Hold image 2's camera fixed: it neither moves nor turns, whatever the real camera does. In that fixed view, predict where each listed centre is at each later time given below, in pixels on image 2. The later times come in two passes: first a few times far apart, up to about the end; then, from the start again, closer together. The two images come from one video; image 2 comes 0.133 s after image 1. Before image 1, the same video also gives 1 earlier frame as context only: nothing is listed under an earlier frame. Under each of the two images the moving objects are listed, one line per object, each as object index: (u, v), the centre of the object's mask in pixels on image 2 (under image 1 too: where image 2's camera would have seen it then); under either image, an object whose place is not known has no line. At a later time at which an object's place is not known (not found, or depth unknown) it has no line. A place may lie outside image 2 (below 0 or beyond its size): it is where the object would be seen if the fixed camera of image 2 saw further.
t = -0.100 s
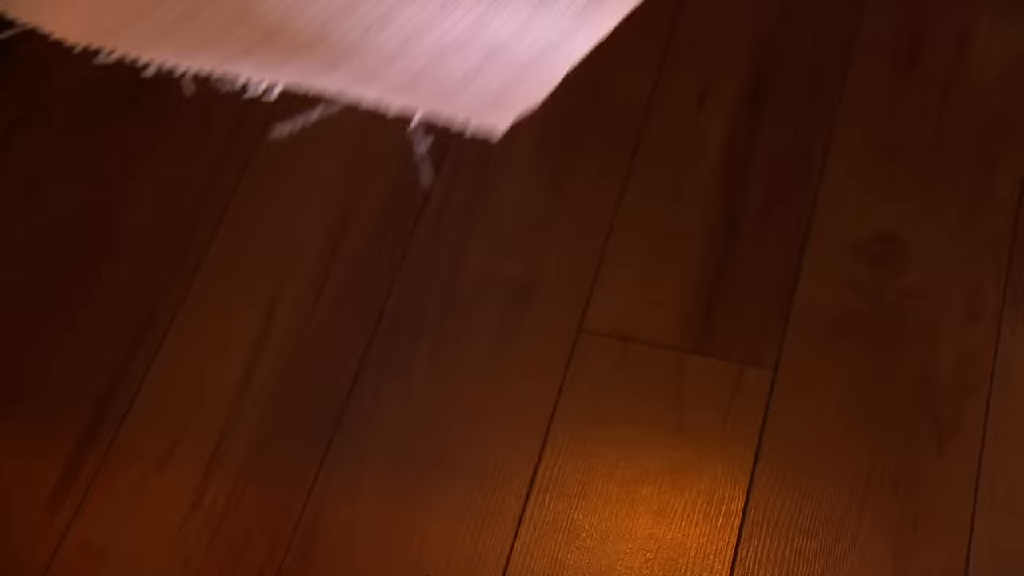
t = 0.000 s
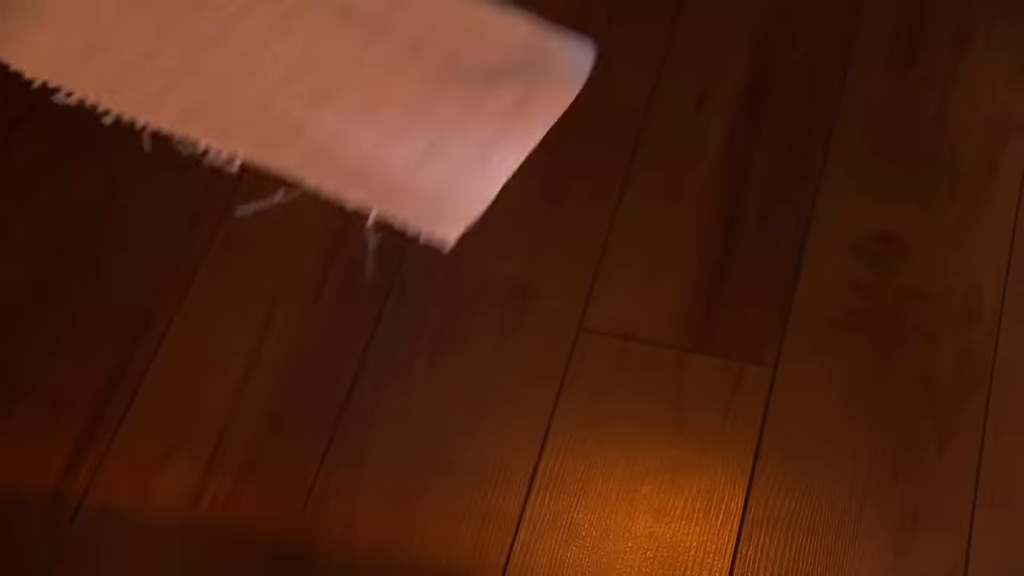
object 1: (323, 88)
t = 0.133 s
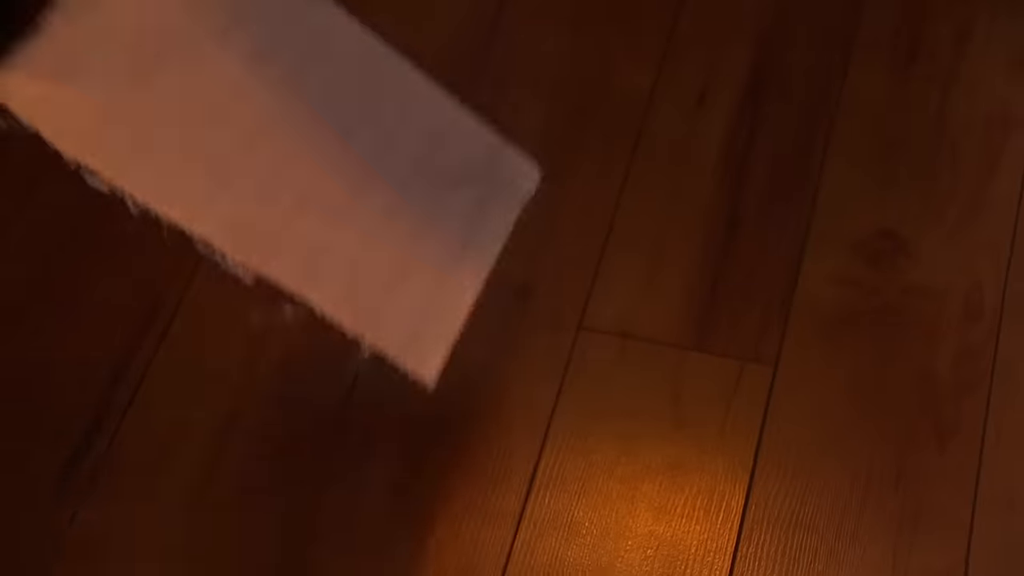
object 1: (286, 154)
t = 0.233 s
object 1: (339, 242)
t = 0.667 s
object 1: (504, 359)
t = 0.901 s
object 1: (504, 359)
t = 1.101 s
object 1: (504, 359)
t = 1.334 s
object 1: (504, 359)
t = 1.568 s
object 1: (504, 360)
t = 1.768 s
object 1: (504, 359)
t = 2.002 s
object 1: (504, 359)
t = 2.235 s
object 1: (504, 359)
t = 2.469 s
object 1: (504, 359)
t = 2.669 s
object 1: (504, 359)
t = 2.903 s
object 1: (504, 359)
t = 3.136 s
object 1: (504, 359)
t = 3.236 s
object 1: (504, 359)
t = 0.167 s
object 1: (294, 176)
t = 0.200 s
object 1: (310, 206)
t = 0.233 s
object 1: (339, 242)
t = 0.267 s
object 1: (367, 280)
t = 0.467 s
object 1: (504, 359)
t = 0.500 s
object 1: (504, 360)
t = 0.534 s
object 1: (504, 359)
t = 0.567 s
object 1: (504, 359)
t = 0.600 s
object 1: (504, 359)
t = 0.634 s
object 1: (504, 359)
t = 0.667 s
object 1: (504, 359)
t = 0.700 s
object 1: (504, 359)
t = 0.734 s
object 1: (504, 359)
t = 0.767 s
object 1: (504, 359)
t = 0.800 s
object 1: (504, 359)
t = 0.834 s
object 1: (504, 359)
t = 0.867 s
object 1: (504, 359)
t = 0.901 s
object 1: (504, 359)
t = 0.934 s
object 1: (504, 359)
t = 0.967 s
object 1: (504, 359)
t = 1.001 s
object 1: (504, 359)
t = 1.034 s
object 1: (504, 359)
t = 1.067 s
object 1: (504, 359)
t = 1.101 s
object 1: (504, 359)
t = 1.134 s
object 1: (504, 359)
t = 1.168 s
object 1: (504, 359)
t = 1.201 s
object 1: (504, 359)
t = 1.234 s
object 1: (504, 359)
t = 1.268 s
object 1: (504, 359)
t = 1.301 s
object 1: (504, 359)
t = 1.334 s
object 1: (504, 359)
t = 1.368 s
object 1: (504, 359)
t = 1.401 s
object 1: (504, 359)
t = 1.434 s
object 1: (504, 360)
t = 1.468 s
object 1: (504, 360)
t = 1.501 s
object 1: (504, 360)
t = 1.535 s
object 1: (504, 360)
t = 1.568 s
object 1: (504, 360)
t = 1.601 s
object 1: (504, 359)
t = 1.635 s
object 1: (504, 359)
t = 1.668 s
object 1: (504, 359)
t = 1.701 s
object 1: (504, 359)
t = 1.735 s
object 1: (504, 359)
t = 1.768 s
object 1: (504, 359)
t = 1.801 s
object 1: (504, 359)
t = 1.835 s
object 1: (504, 359)
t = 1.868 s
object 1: (504, 359)
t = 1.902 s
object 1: (504, 359)
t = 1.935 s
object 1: (504, 359)
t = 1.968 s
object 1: (504, 359)
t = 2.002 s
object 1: (504, 359)
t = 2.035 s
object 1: (504, 359)
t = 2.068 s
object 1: (504, 359)
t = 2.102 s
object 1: (504, 359)
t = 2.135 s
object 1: (504, 359)
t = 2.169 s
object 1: (504, 359)
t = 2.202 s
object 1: (504, 359)
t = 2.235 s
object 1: (504, 359)
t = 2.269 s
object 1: (504, 359)
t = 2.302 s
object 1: (504, 359)
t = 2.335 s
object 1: (504, 359)
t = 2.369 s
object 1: (504, 359)
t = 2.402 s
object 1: (504, 359)
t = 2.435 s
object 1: (504, 359)
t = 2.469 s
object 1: (504, 359)
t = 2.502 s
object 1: (504, 359)
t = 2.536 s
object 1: (504, 359)
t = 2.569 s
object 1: (504, 359)
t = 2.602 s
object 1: (504, 359)
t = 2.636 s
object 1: (504, 359)
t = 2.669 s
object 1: (504, 359)
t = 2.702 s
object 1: (504, 359)
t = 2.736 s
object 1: (504, 359)
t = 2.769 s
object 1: (504, 359)
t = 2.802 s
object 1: (504, 359)
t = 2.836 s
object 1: (504, 359)
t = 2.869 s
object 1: (504, 359)
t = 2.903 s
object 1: (504, 359)
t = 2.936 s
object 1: (504, 359)
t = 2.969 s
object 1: (504, 359)
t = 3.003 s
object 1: (504, 359)
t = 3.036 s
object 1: (504, 359)
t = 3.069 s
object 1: (504, 359)
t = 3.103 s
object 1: (504, 359)
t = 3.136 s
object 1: (504, 359)
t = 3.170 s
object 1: (504, 359)
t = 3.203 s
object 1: (504, 359)
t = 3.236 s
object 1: (504, 359)
